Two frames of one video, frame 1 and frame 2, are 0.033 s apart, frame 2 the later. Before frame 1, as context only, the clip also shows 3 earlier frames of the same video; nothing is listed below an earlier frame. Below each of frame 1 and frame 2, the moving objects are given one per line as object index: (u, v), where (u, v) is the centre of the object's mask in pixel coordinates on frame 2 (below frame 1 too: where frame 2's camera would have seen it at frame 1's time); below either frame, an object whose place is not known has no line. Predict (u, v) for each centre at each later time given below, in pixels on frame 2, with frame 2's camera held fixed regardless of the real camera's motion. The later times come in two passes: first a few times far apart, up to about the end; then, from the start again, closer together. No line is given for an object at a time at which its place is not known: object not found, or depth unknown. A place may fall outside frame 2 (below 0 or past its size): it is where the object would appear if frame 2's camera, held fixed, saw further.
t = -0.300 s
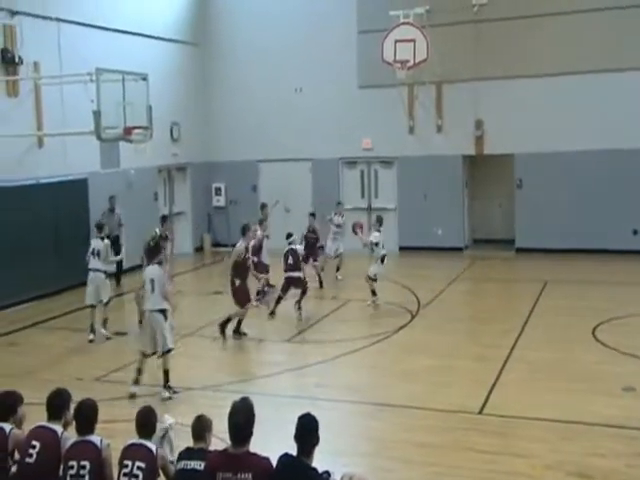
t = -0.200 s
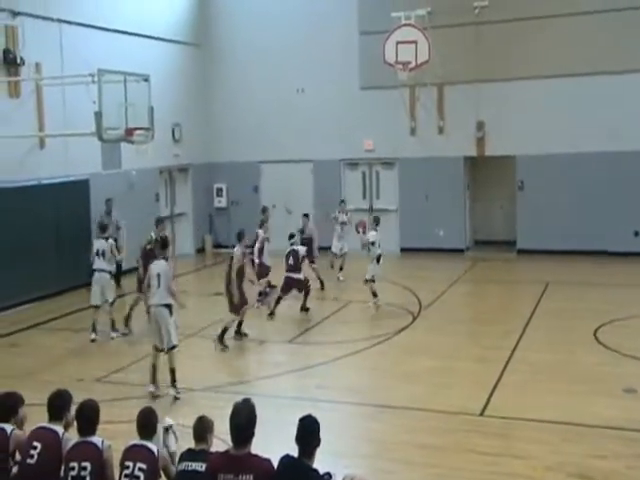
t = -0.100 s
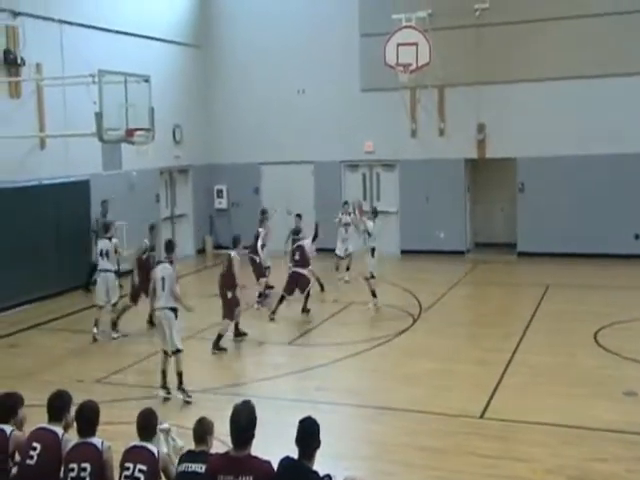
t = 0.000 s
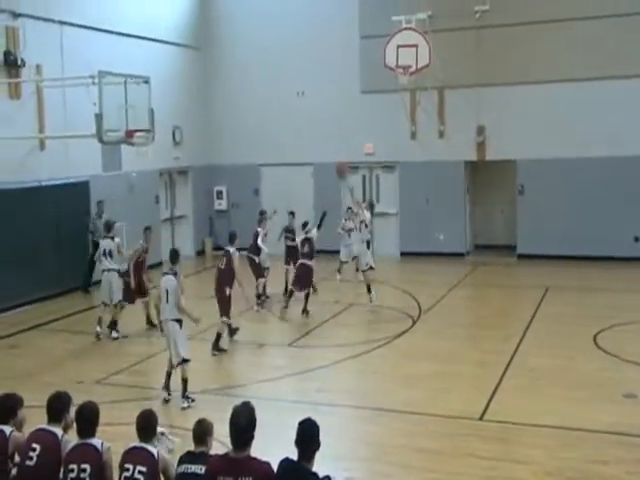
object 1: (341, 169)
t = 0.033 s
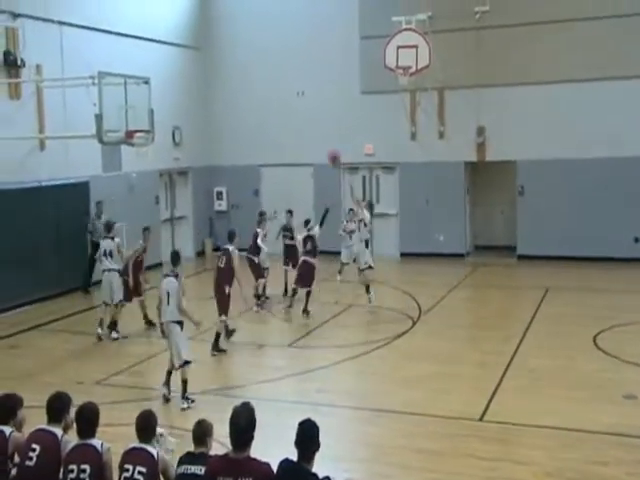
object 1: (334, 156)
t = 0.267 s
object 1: (288, 88)
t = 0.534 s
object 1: (238, 54)
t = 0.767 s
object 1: (198, 59)
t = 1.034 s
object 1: (154, 102)
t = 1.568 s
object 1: (150, 95)
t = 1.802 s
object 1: (162, 109)
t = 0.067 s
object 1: (328, 146)
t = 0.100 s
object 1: (320, 133)
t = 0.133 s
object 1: (314, 122)
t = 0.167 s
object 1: (307, 113)
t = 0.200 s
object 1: (300, 104)
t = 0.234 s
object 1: (294, 97)
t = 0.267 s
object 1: (288, 88)
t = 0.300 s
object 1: (282, 82)
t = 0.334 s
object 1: (275, 76)
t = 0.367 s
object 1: (269, 71)
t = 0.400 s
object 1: (263, 66)
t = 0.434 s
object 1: (257, 62)
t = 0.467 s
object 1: (251, 58)
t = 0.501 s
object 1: (244, 56)
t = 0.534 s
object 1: (238, 54)
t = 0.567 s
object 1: (233, 52)
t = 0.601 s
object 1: (227, 51)
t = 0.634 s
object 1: (221, 52)
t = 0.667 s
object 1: (215, 52)
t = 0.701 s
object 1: (210, 54)
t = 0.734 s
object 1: (204, 56)
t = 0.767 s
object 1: (198, 59)
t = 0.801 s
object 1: (192, 62)
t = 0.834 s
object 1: (187, 65)
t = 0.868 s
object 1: (181, 70)
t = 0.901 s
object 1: (176, 75)
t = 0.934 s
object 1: (170, 81)
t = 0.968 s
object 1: (164, 87)
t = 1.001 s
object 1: (159, 95)
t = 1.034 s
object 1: (154, 102)
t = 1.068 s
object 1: (149, 112)
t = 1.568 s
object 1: (150, 95)
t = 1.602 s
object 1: (151, 95)
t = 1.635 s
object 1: (153, 96)
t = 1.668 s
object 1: (155, 97)
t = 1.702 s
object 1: (157, 99)
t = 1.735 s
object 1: (158, 102)
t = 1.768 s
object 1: (160, 105)
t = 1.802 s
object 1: (162, 109)
